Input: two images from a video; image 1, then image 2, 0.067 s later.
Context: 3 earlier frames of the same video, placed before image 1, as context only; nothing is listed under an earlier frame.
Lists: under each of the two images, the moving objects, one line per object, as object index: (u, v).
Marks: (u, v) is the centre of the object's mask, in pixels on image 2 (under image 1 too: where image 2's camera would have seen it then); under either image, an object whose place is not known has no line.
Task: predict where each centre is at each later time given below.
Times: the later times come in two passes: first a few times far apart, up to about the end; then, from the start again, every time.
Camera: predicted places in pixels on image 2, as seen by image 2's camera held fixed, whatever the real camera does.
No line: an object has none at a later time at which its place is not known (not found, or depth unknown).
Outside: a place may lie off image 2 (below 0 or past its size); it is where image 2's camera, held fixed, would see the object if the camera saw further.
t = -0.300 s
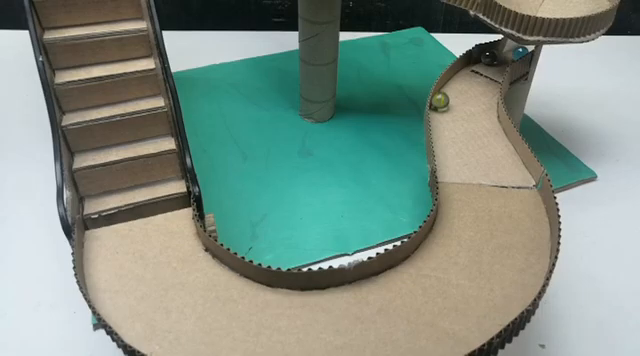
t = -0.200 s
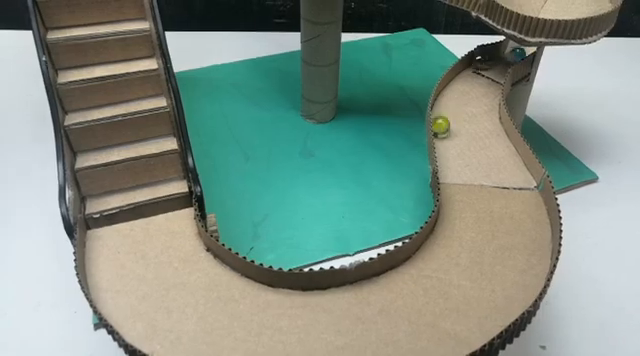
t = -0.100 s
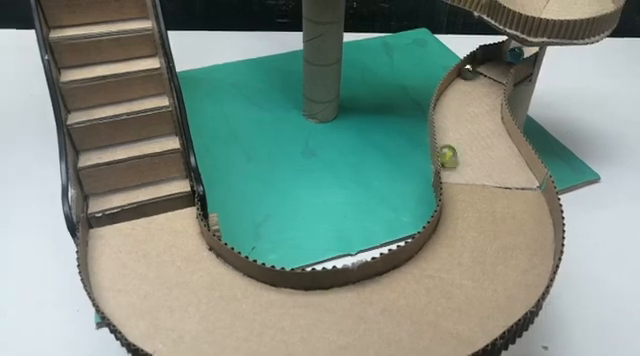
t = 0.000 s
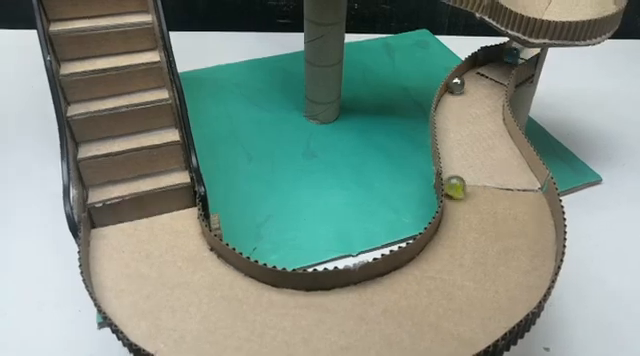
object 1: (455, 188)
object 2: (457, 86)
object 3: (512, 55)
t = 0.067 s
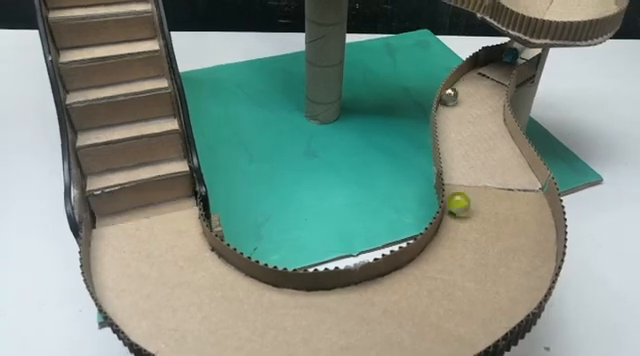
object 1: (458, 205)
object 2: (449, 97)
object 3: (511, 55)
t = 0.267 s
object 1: (458, 252)
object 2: (446, 140)
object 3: (507, 56)
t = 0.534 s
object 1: (423, 294)
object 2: (464, 210)
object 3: (503, 57)
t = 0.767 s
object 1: (369, 300)
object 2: (468, 257)
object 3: (495, 59)
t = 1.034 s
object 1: (292, 301)
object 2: (446, 283)
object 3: (469, 74)
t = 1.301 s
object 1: (213, 280)
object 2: (394, 276)
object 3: (444, 115)
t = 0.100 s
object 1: (460, 213)
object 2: (446, 103)
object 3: (510, 55)
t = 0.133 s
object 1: (460, 222)
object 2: (445, 109)
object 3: (510, 55)
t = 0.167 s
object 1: (460, 230)
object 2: (444, 116)
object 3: (509, 55)
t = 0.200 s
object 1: (459, 238)
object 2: (444, 123)
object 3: (508, 55)
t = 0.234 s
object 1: (459, 246)
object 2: (445, 132)
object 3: (507, 56)
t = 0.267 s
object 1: (458, 252)
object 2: (446, 140)
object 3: (507, 56)
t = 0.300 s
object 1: (455, 259)
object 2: (448, 150)
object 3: (506, 56)
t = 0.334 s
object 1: (452, 266)
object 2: (450, 160)
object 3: (506, 56)
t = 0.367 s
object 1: (449, 272)
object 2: (451, 171)
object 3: (505, 56)
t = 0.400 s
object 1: (445, 277)
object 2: (454, 179)
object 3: (506, 56)
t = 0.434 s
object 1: (440, 282)
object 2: (457, 187)
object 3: (505, 56)
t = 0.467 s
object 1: (434, 286)
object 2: (460, 195)
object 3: (504, 57)
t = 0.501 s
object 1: (429, 290)
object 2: (462, 203)
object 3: (503, 57)
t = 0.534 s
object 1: (423, 294)
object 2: (464, 210)
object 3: (503, 57)
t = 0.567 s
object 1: (417, 296)
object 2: (466, 218)
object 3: (503, 57)
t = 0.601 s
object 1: (410, 298)
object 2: (467, 226)
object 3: (502, 57)
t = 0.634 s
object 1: (403, 300)
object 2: (468, 233)
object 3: (501, 58)
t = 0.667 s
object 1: (395, 301)
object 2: (469, 239)
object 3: (500, 58)
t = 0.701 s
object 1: (386, 301)
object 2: (469, 246)
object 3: (498, 59)
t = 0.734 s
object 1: (378, 300)
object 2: (469, 251)
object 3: (496, 59)
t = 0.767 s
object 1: (369, 300)
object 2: (468, 257)
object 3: (495, 59)
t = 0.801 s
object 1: (360, 299)
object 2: (468, 262)
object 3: (493, 60)
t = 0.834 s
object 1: (351, 299)
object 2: (467, 267)
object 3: (492, 61)
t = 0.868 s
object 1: (341, 297)
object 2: (465, 271)
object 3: (490, 62)
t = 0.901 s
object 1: (330, 295)
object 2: (462, 274)
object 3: (487, 63)
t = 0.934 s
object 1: (320, 296)
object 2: (459, 277)
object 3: (485, 64)
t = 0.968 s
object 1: (311, 298)
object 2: (455, 280)
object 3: (480, 67)
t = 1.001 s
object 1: (302, 299)
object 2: (451, 281)
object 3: (476, 70)
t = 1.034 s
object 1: (292, 301)
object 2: (446, 283)
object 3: (469, 74)
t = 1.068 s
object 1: (282, 301)
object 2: (441, 283)
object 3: (465, 77)
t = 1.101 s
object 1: (272, 299)
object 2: (435, 283)
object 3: (461, 80)
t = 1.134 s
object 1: (263, 297)
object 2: (430, 283)
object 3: (458, 85)
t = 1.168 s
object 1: (252, 295)
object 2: (423, 282)
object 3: (453, 90)
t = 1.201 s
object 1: (243, 292)
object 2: (416, 280)
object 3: (450, 95)
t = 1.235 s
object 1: (233, 288)
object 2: (409, 279)
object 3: (446, 102)
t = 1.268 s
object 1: (223, 284)
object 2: (401, 277)
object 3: (444, 108)
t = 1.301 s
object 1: (213, 280)
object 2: (394, 276)
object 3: (444, 115)
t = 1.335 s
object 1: (205, 275)
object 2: (392, 279)
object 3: (444, 123)
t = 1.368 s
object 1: (196, 269)
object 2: (387, 282)
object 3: (446, 132)
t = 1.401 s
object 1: (187, 263)
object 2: (383, 284)
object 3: (447, 141)
